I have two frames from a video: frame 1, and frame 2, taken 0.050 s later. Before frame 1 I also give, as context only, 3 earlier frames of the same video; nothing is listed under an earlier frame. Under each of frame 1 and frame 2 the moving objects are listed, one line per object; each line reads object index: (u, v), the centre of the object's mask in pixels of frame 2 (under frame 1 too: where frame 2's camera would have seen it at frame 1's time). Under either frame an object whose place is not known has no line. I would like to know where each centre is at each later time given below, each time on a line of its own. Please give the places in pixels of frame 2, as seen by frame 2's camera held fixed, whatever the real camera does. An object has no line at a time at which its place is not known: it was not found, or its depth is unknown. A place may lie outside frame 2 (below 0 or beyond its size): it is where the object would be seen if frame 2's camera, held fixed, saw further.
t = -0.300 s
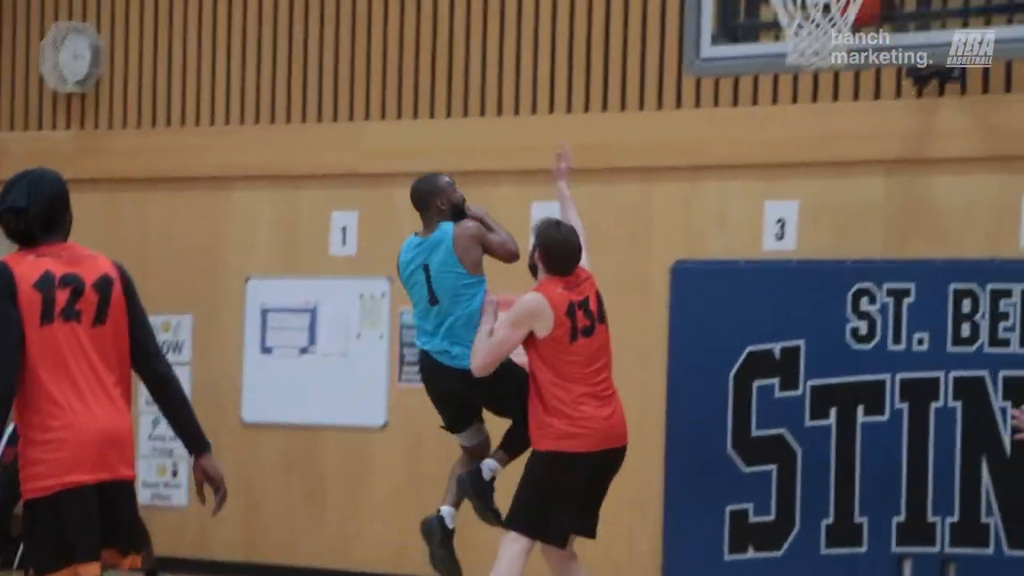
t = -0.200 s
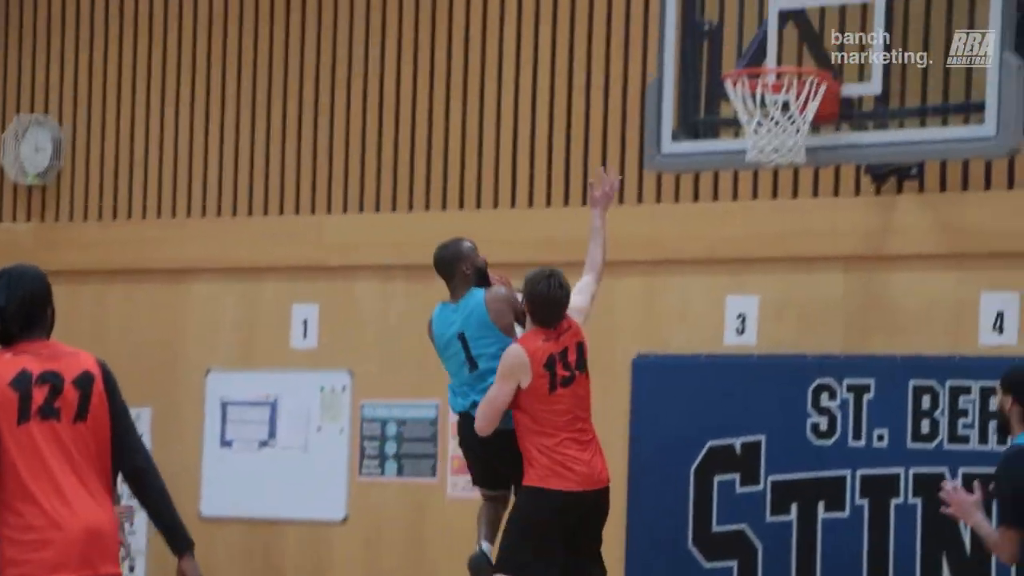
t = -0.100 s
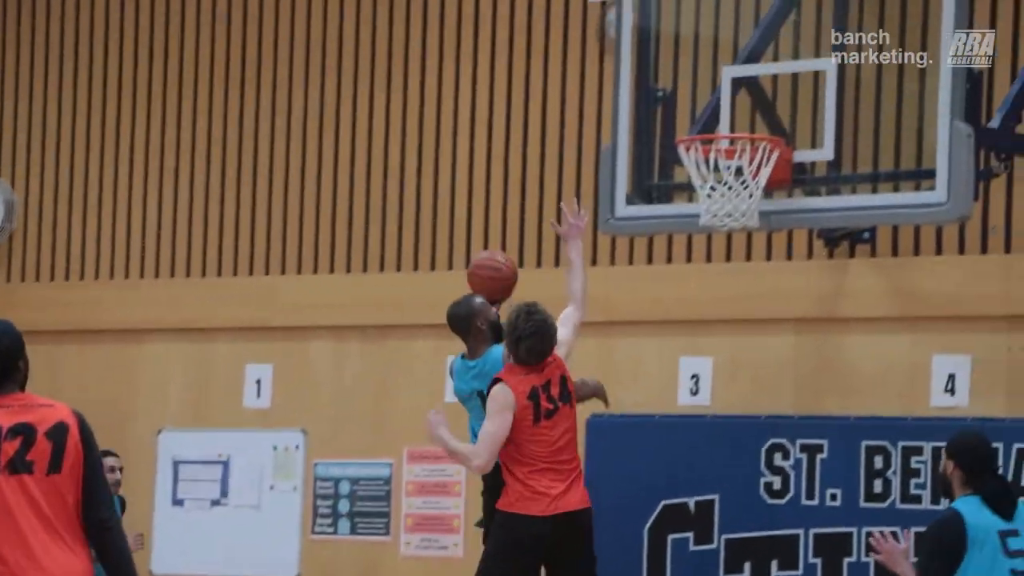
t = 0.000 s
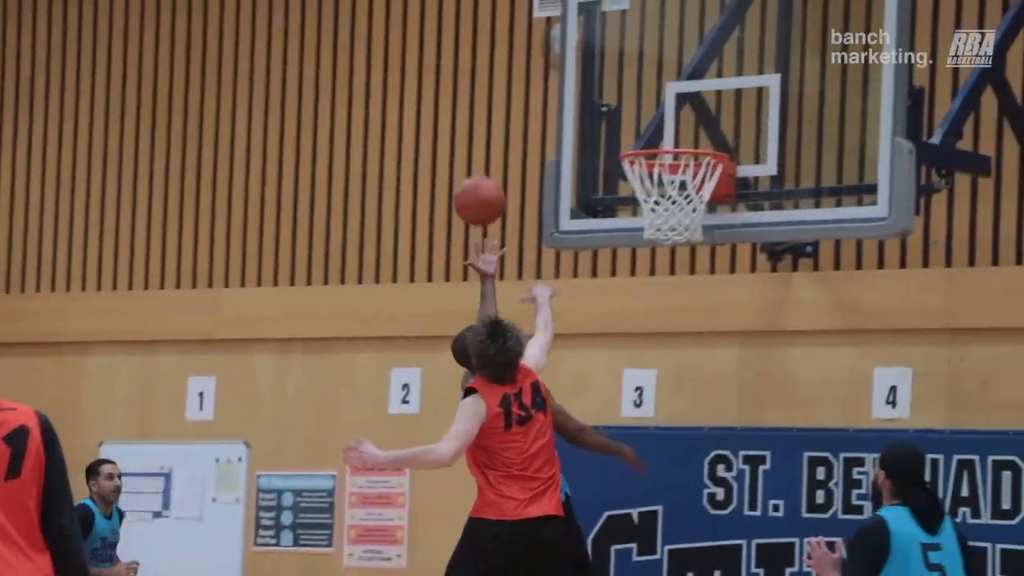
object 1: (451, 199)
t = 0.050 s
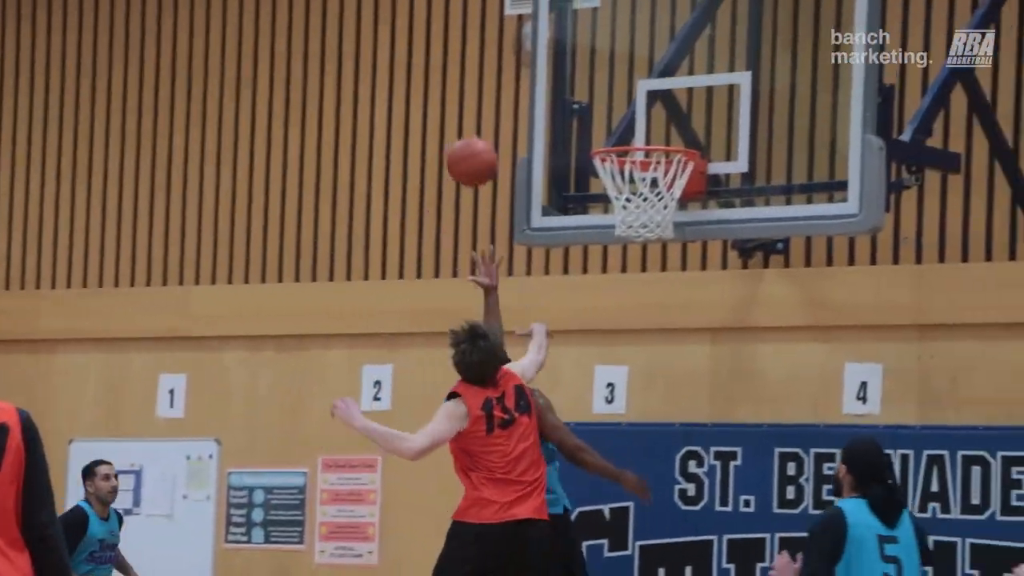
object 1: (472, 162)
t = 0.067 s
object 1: (479, 151)
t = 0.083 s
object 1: (486, 140)
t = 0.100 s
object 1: (494, 131)
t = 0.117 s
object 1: (501, 121)
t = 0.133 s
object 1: (507, 112)
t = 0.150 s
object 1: (514, 104)
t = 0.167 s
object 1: (521, 97)
